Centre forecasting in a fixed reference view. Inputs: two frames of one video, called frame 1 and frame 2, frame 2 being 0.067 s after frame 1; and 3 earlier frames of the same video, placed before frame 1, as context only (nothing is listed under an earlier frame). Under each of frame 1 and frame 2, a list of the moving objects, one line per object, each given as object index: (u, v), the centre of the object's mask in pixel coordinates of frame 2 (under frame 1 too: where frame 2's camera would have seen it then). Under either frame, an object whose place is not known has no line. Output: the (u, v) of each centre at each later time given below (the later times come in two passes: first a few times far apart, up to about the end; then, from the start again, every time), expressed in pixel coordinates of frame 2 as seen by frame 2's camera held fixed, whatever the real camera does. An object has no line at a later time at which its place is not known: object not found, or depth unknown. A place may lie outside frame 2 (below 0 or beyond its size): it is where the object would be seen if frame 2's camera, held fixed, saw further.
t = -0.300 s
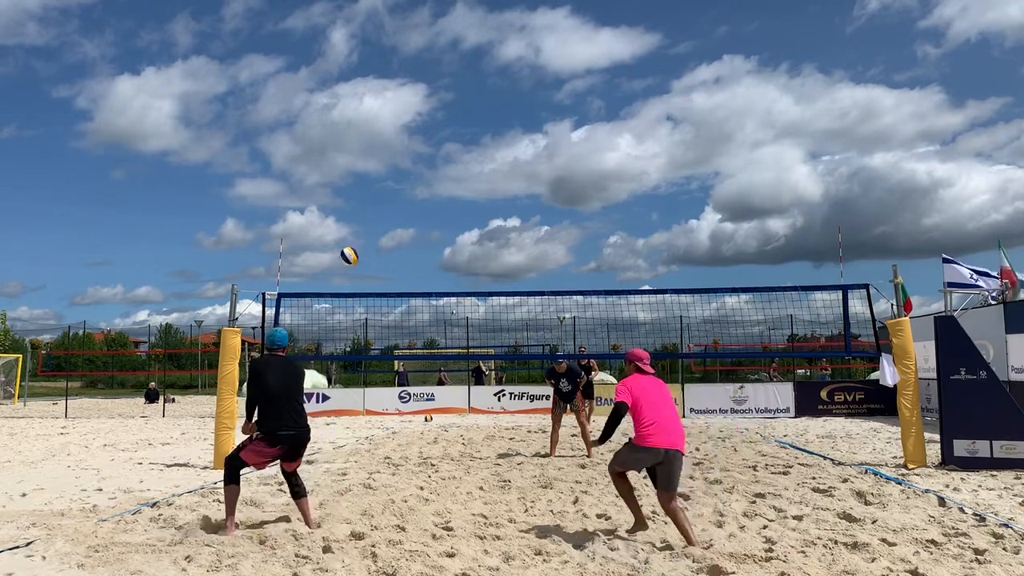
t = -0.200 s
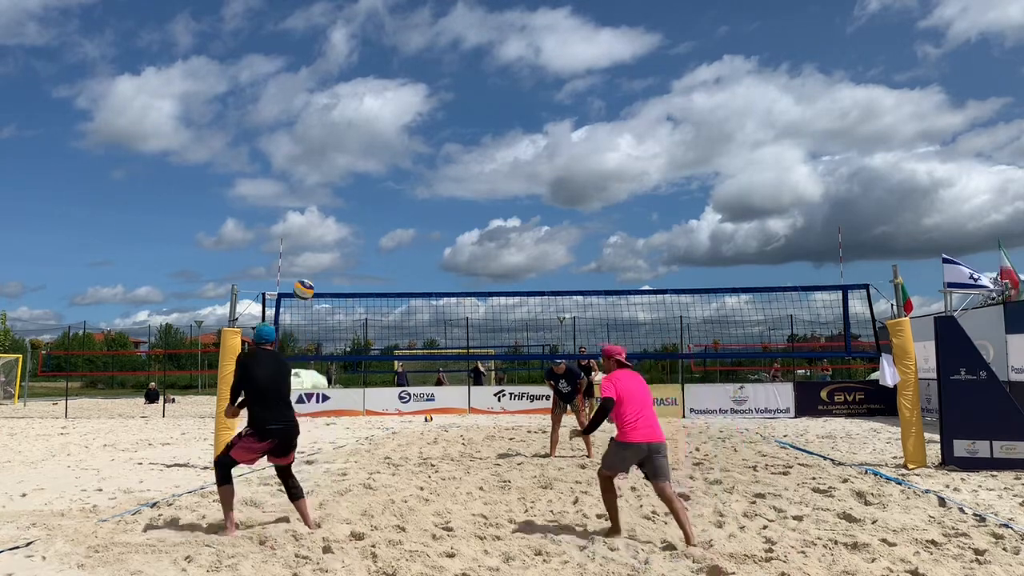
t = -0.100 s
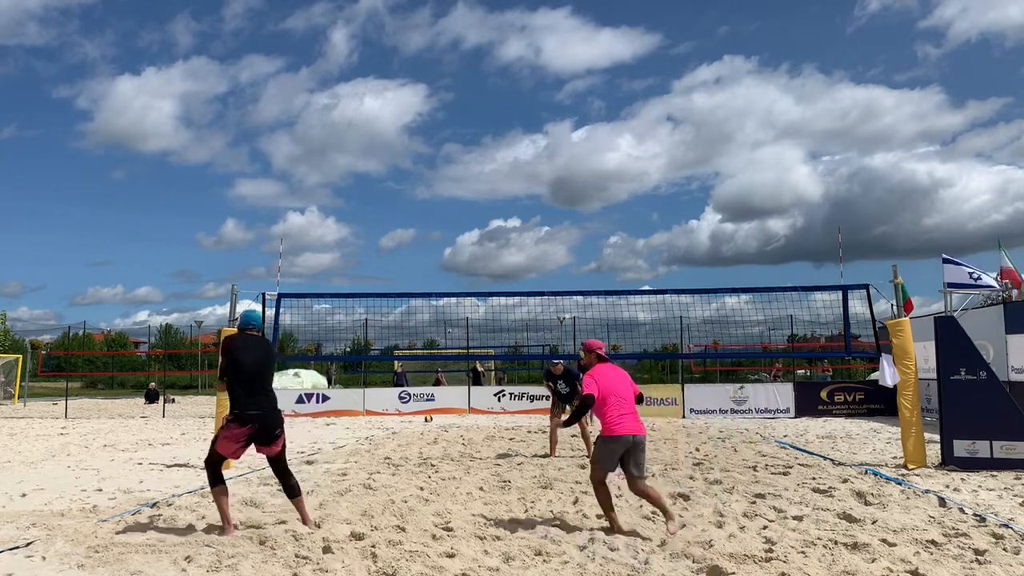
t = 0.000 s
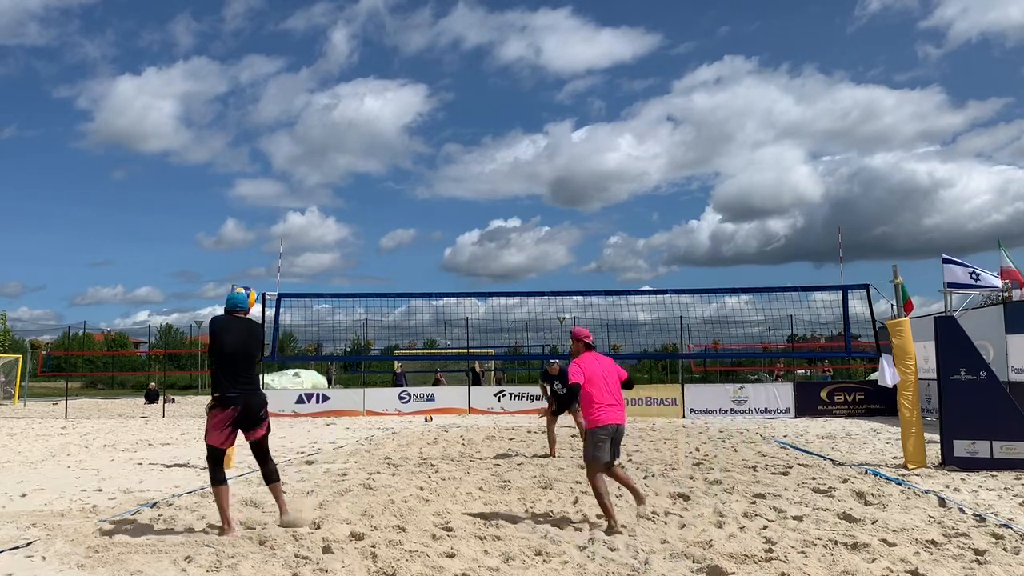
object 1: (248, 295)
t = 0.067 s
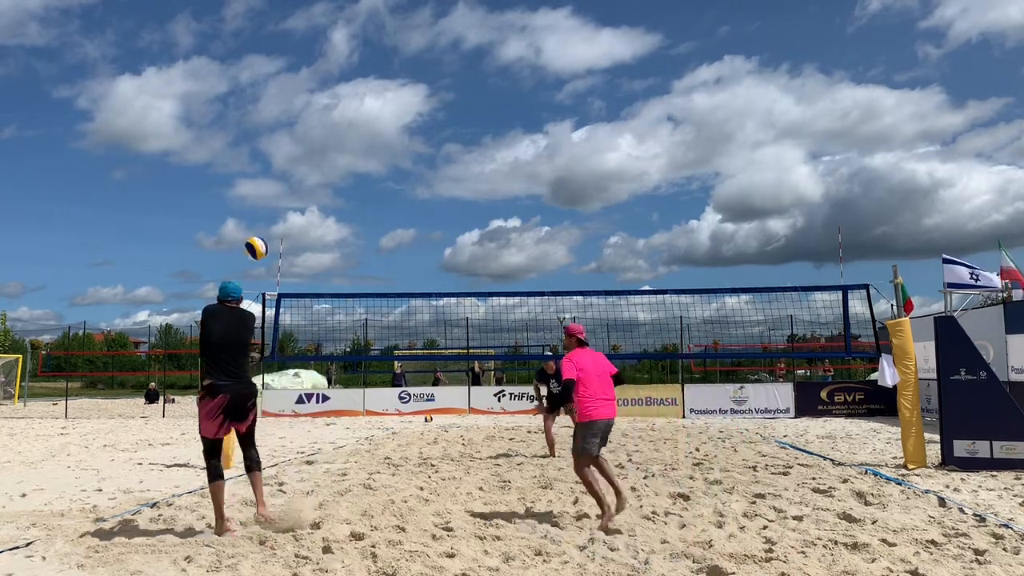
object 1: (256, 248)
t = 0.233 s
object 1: (285, 150)
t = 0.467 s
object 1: (321, 71)
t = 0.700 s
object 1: (356, 47)
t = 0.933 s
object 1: (390, 72)
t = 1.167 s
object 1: (422, 141)
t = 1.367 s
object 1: (450, 231)
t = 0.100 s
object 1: (262, 226)
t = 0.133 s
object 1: (268, 205)
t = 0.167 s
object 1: (274, 185)
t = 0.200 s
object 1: (279, 167)
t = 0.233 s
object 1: (285, 150)
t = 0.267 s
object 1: (291, 136)
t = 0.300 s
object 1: (296, 122)
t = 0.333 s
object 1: (301, 110)
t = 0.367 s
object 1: (306, 98)
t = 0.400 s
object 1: (311, 89)
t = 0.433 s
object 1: (317, 79)
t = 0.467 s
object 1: (321, 71)
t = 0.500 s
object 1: (326, 65)
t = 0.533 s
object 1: (332, 60)
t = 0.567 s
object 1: (337, 56)
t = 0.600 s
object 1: (341, 52)
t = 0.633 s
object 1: (346, 49)
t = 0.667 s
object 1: (351, 48)
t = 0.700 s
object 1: (356, 47)
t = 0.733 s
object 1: (361, 48)
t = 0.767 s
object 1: (366, 50)
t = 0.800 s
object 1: (371, 53)
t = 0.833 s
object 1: (375, 56)
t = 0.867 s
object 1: (380, 61)
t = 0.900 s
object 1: (385, 66)
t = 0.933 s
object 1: (390, 72)
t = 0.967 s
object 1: (394, 79)
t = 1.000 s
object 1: (399, 87)
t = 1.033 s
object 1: (403, 96)
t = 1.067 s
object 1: (408, 106)
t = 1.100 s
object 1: (413, 117)
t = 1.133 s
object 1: (418, 129)
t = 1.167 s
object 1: (422, 141)
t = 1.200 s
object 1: (427, 154)
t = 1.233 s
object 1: (431, 168)
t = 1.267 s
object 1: (436, 182)
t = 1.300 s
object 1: (441, 198)
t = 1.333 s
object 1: (446, 214)
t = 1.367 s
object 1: (450, 231)
